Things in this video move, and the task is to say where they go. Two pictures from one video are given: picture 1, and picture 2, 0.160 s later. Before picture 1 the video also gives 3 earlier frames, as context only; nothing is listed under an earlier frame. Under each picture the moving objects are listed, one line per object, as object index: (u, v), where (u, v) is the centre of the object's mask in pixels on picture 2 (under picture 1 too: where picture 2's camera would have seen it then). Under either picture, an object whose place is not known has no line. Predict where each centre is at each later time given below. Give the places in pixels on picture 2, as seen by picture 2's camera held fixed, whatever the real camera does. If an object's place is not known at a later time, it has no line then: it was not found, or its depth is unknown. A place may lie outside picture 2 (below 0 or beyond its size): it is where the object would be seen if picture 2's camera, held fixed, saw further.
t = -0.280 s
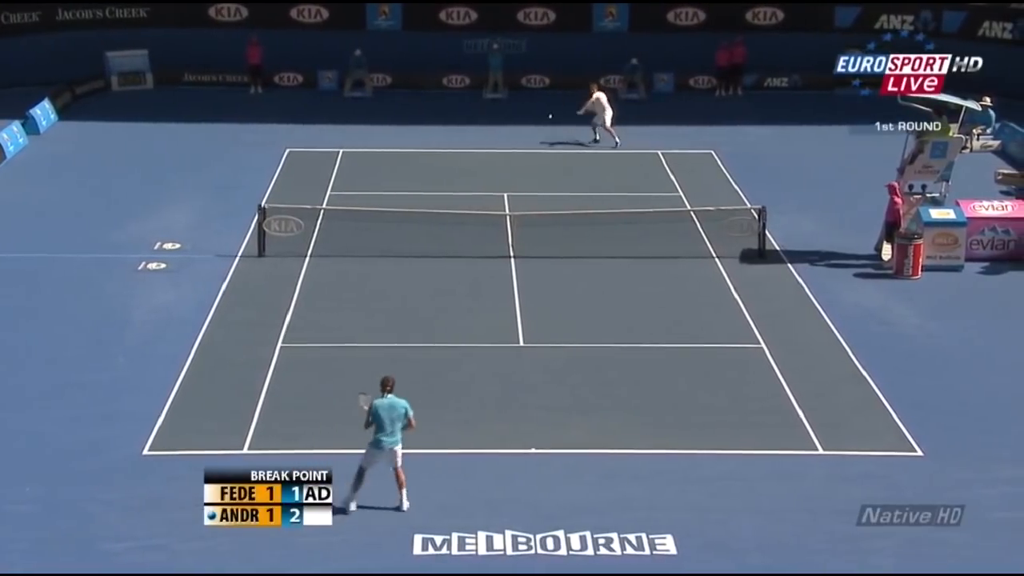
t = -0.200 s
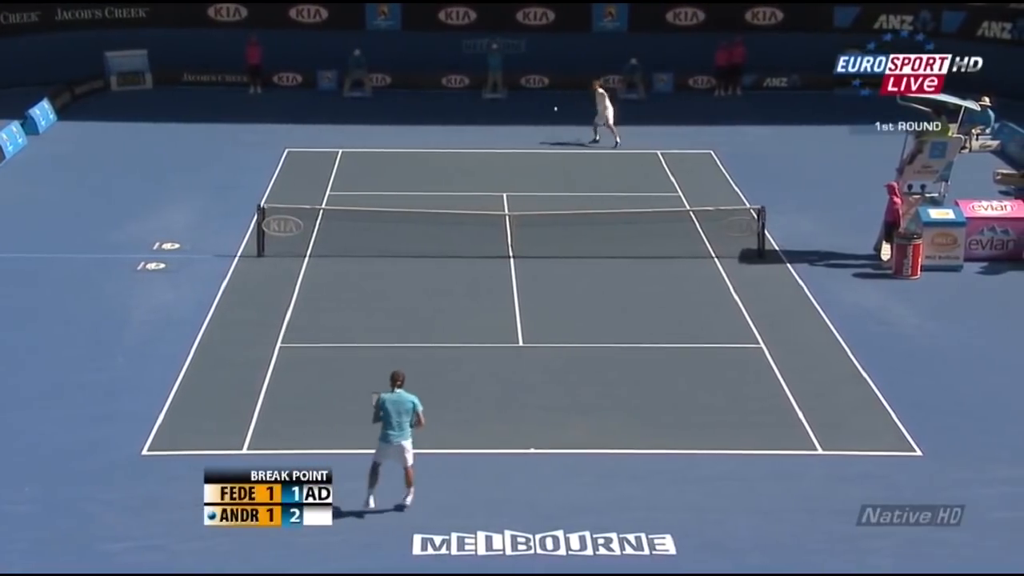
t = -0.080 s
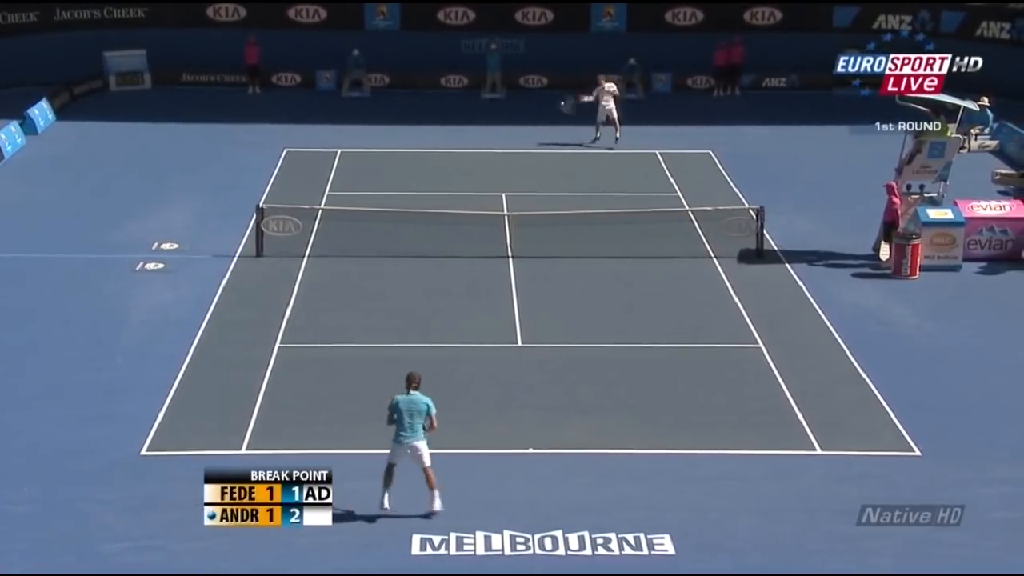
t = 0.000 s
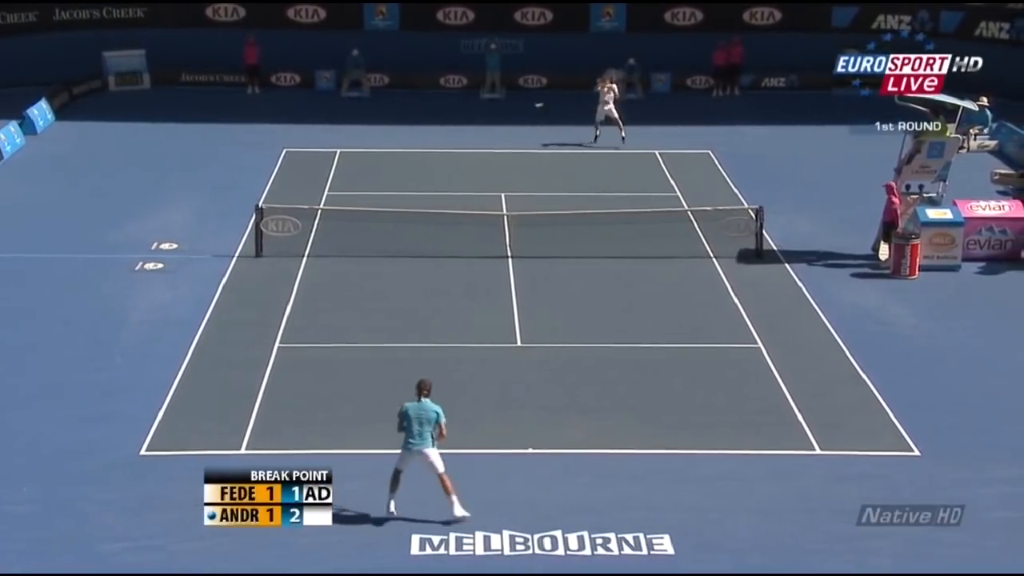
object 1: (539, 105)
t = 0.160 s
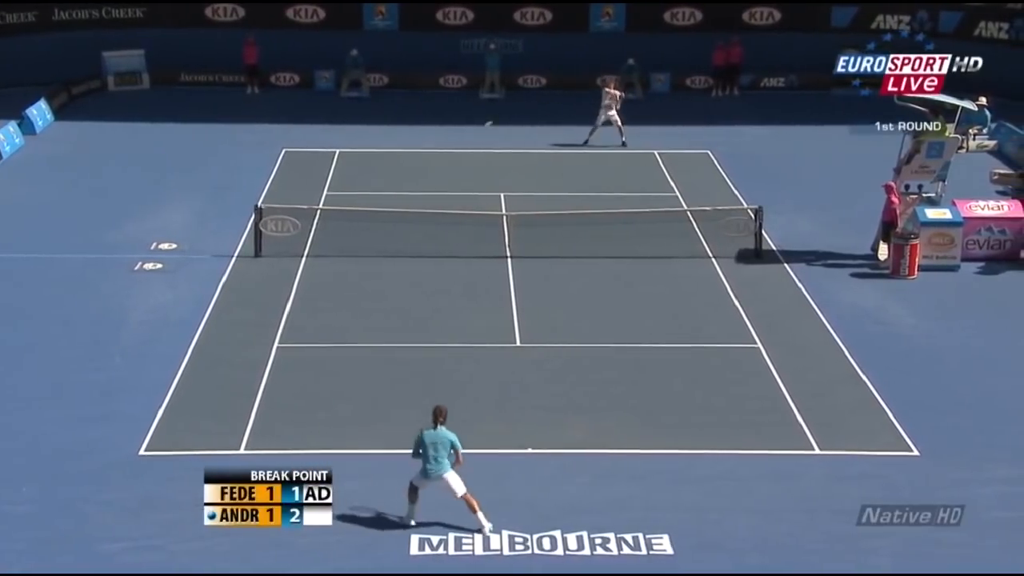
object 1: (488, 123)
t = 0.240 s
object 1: (461, 141)
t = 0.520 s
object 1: (362, 247)
